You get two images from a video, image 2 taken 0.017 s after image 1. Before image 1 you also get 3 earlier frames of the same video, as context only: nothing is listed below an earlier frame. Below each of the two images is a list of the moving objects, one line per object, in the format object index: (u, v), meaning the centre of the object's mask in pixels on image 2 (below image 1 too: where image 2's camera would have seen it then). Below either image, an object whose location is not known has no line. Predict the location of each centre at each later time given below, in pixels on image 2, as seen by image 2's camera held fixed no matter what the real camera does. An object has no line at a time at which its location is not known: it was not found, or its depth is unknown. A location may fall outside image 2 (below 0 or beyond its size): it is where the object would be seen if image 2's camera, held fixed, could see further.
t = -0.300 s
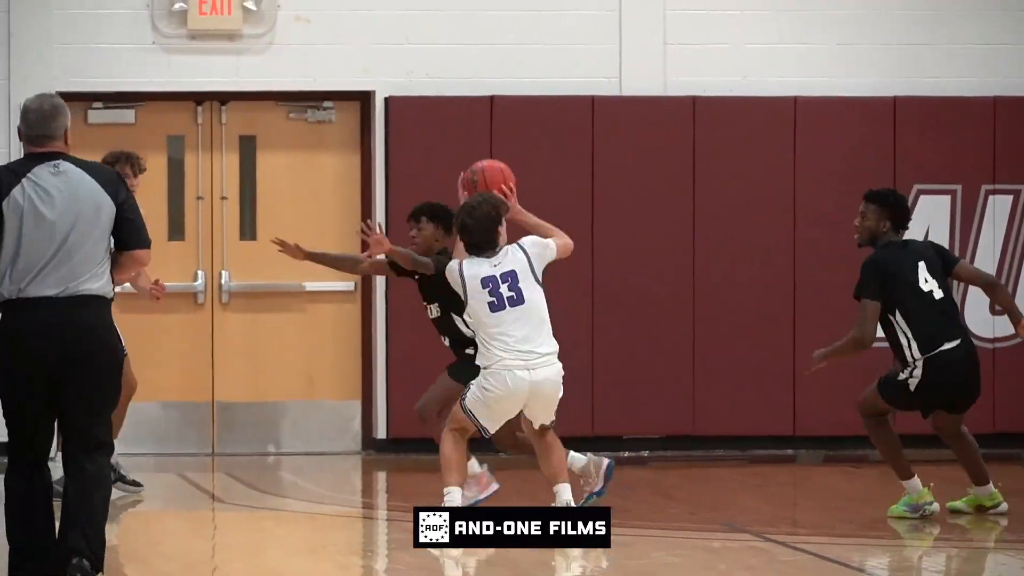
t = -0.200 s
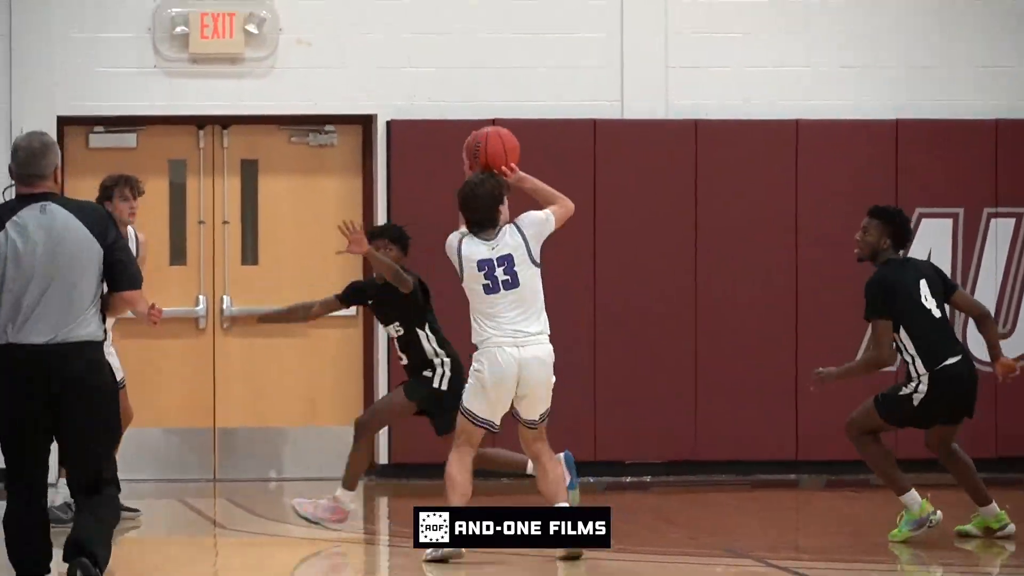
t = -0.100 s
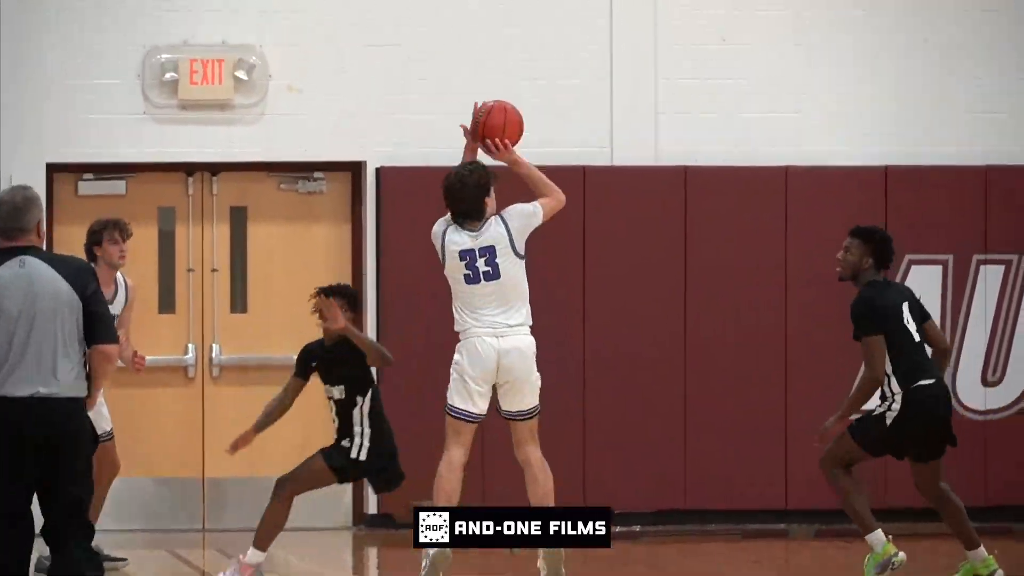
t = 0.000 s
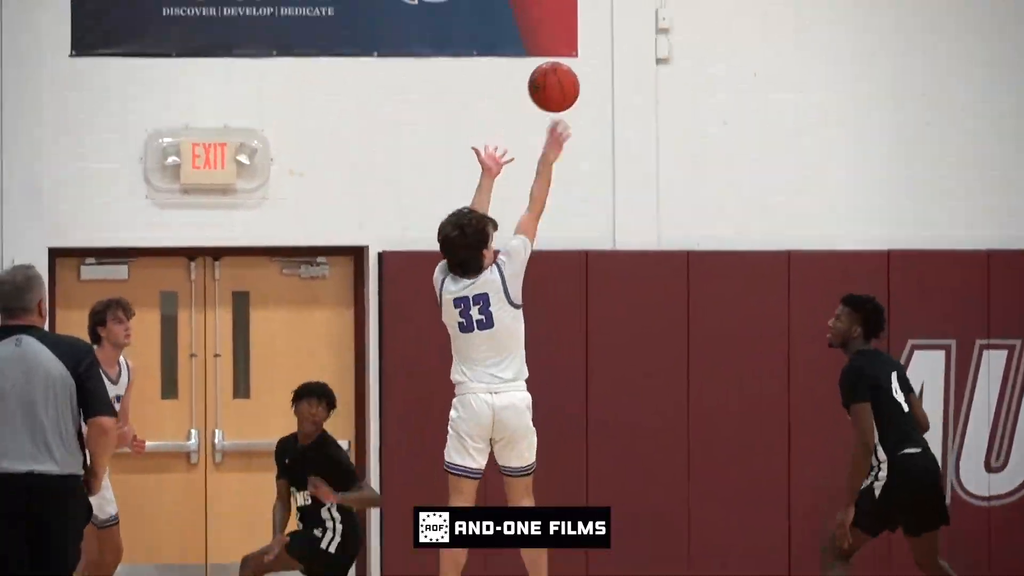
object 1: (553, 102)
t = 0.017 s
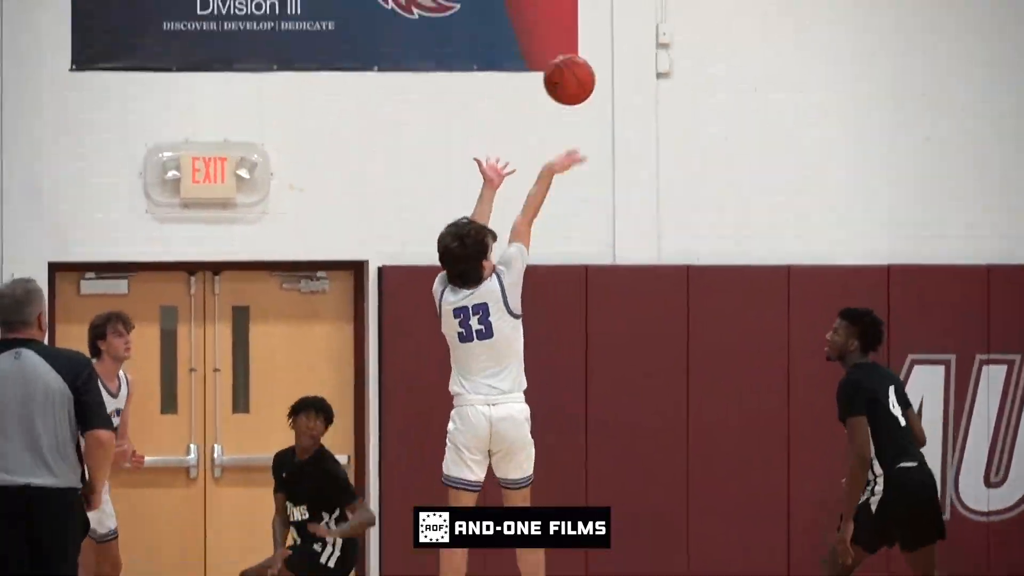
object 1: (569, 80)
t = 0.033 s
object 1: (586, 57)
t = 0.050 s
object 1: (602, 36)
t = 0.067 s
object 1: (617, 15)
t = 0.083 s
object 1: (633, -5)
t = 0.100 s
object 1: (649, -24)
